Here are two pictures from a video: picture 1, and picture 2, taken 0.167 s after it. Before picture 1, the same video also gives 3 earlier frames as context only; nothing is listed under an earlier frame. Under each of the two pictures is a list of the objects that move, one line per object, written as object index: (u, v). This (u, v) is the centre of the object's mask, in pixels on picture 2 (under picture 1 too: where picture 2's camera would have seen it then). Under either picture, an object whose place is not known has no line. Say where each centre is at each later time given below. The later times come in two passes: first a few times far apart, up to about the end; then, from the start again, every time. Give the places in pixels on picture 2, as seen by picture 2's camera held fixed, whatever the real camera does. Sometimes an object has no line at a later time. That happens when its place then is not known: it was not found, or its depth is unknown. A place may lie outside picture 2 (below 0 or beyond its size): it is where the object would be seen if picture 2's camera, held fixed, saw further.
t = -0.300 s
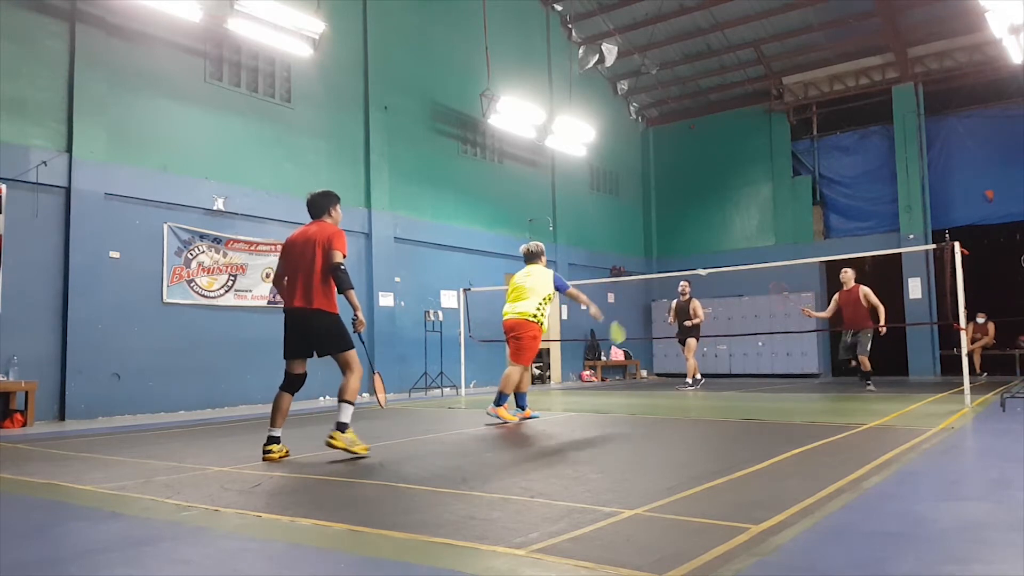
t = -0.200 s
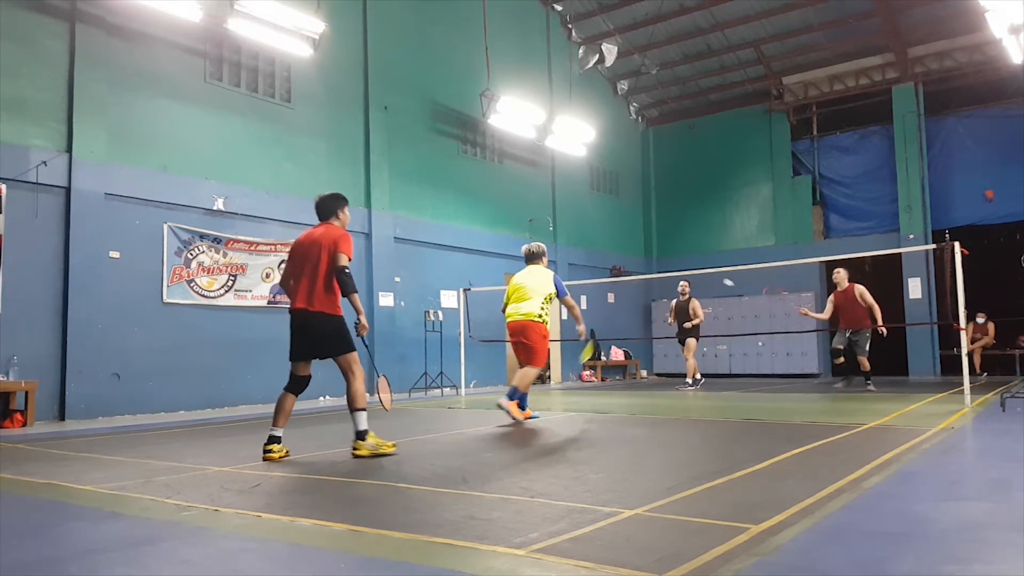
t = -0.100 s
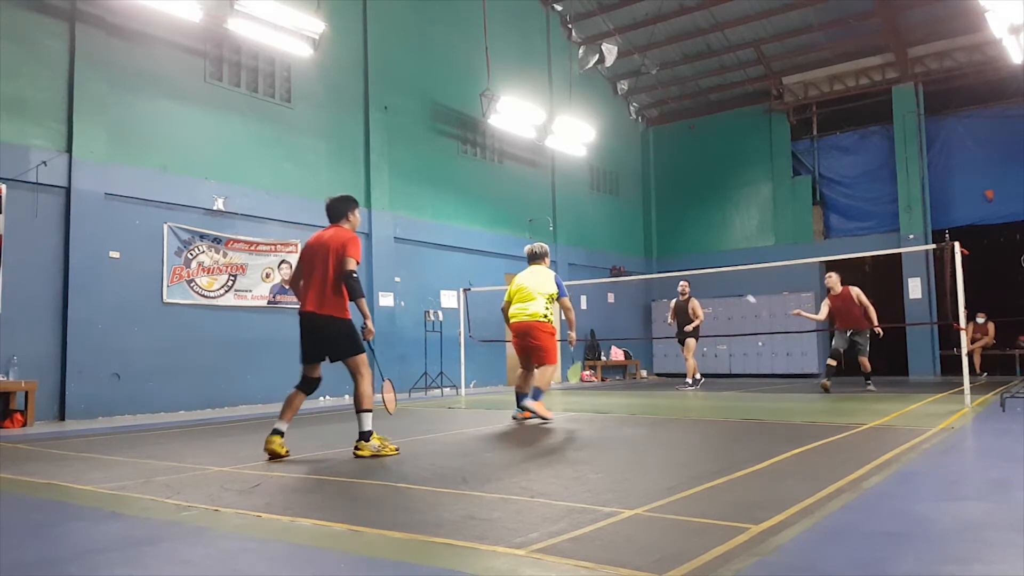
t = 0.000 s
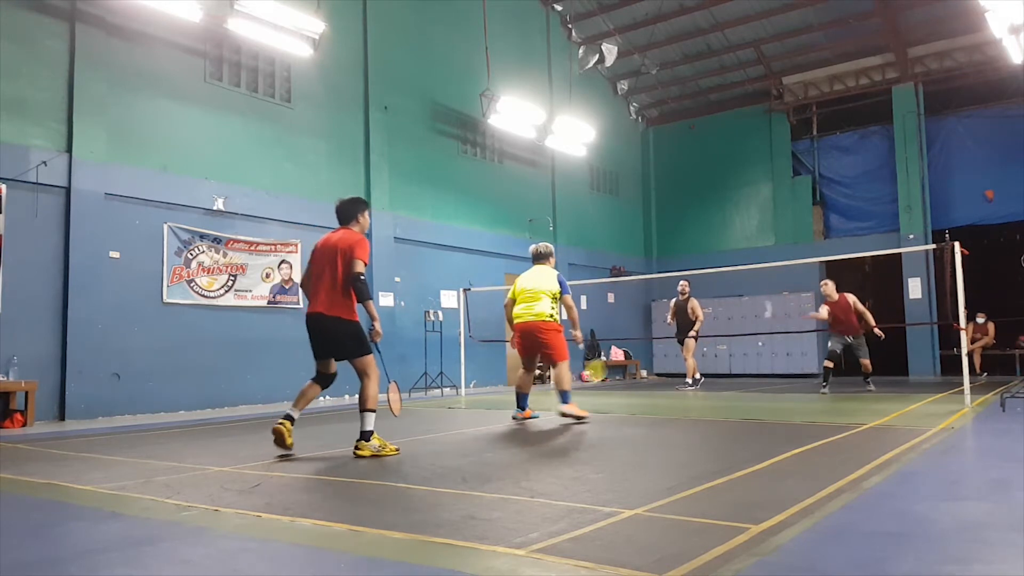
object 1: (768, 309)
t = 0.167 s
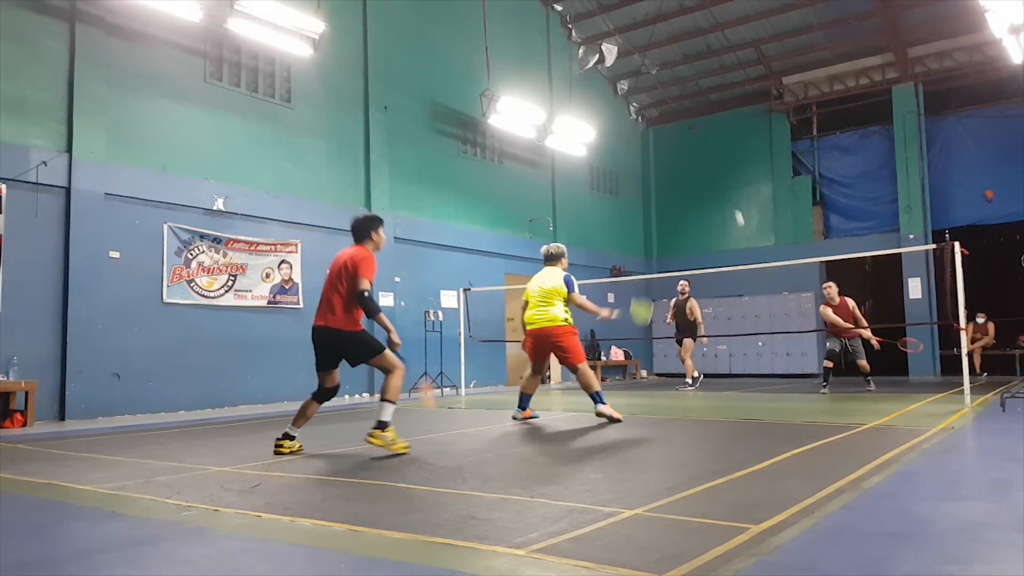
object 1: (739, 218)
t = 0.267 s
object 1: (724, 178)
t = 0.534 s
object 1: (685, 120)
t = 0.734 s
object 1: (652, 130)
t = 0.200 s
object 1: (734, 203)
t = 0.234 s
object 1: (729, 190)
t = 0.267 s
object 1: (724, 178)
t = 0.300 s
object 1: (719, 167)
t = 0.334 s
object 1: (714, 157)
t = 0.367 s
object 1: (709, 148)
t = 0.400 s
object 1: (705, 140)
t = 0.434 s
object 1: (700, 133)
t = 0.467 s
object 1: (695, 128)
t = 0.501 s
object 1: (690, 123)
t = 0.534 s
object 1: (685, 120)
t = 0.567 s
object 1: (679, 118)
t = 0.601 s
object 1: (674, 117)
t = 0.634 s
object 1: (669, 118)
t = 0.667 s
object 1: (663, 120)
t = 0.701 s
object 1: (658, 124)
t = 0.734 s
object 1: (652, 130)
